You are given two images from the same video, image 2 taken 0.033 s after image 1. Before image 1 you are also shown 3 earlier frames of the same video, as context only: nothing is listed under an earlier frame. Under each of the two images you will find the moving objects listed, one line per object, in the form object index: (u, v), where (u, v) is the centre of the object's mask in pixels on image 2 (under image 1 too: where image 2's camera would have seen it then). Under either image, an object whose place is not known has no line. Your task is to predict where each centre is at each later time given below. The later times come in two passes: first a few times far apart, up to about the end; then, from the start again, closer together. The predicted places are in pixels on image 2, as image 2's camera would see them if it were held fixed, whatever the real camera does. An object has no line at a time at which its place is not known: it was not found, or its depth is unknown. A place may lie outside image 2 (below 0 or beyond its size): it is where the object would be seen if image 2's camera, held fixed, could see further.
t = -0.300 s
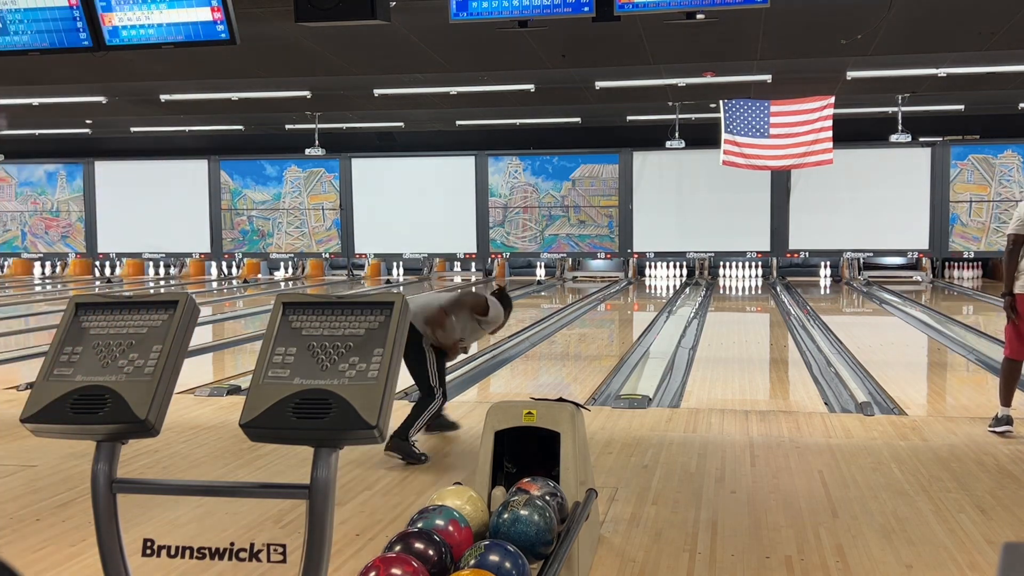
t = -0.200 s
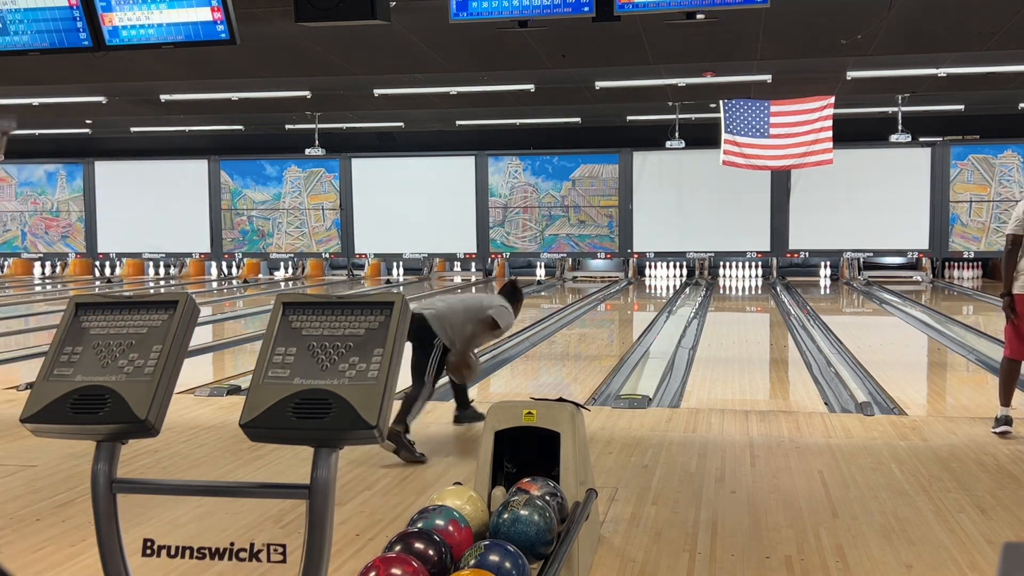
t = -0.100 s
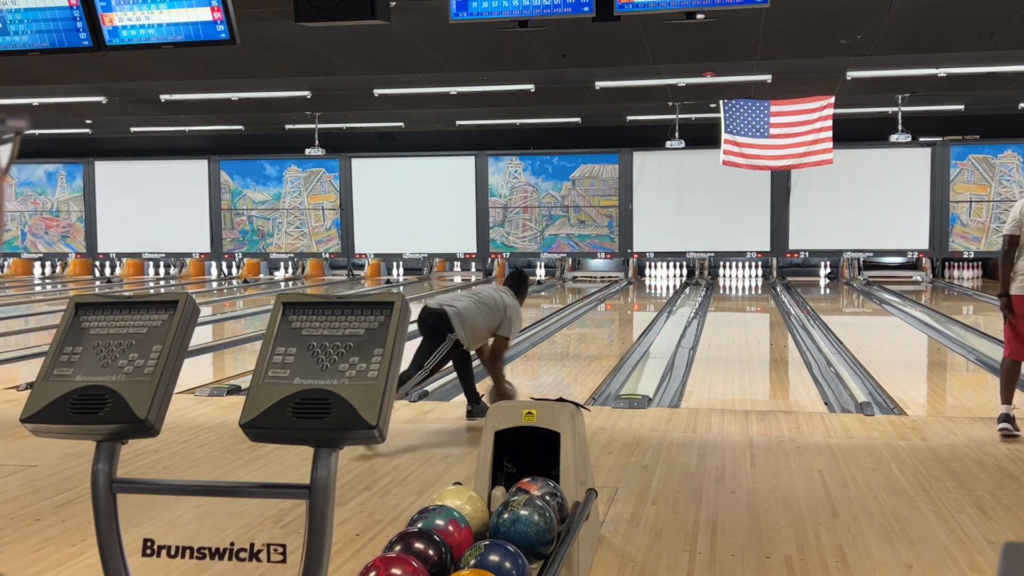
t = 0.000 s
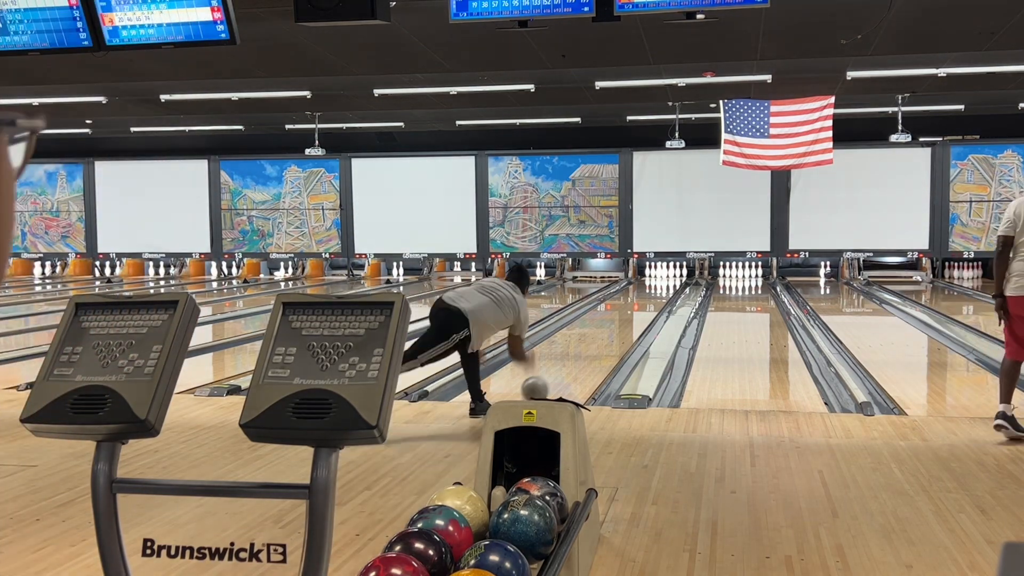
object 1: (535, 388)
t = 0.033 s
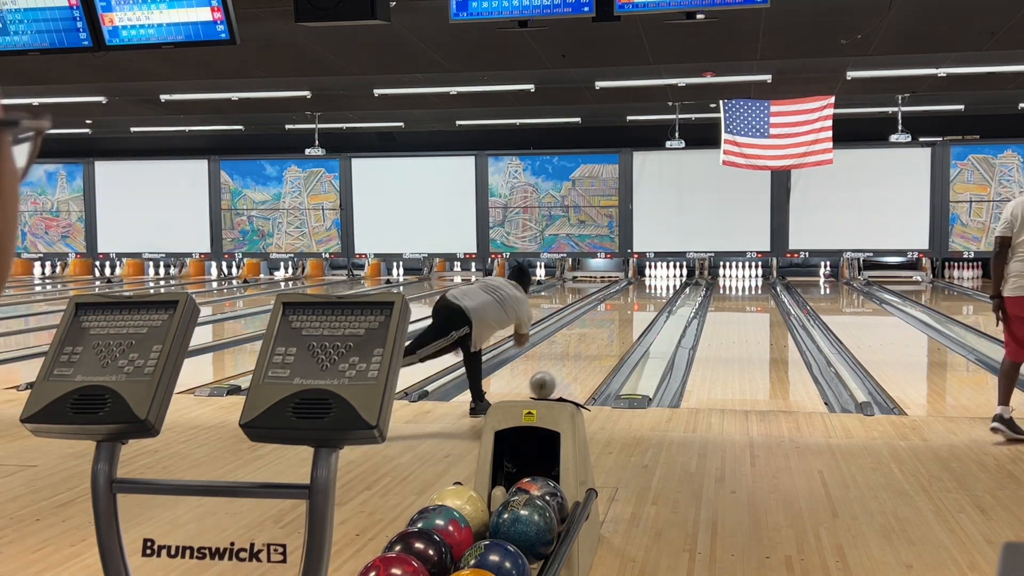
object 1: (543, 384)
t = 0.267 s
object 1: (584, 353)
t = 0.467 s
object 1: (608, 335)
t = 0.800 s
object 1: (636, 314)
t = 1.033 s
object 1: (648, 302)
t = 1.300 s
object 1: (659, 293)
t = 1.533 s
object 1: (665, 286)
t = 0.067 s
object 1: (550, 380)
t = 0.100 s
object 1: (556, 375)
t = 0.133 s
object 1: (562, 370)
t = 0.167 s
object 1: (568, 366)
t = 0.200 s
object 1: (574, 361)
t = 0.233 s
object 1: (579, 357)
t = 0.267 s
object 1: (584, 353)
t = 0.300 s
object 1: (589, 350)
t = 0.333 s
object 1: (593, 347)
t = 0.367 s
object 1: (597, 344)
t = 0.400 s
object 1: (601, 341)
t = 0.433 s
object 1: (605, 338)
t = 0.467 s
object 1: (608, 335)
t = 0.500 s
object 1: (612, 332)
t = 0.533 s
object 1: (615, 330)
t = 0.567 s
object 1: (617, 328)
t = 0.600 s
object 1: (620, 325)
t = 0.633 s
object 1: (623, 323)
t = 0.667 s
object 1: (626, 321)
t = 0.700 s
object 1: (629, 319)
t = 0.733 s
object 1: (631, 318)
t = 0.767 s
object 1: (634, 316)
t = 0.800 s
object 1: (636, 314)
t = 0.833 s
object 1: (638, 312)
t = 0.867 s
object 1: (640, 310)
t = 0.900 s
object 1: (642, 308)
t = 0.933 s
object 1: (644, 306)
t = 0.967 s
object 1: (646, 305)
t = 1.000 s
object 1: (647, 304)
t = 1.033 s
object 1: (648, 302)
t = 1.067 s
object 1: (650, 301)
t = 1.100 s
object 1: (651, 301)
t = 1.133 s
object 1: (653, 299)
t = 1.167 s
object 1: (654, 297)
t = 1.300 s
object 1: (659, 293)
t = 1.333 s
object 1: (660, 292)
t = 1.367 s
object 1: (661, 291)
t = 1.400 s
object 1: (662, 290)
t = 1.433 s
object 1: (663, 289)
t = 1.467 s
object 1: (664, 288)
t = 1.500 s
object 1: (664, 287)
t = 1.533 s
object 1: (665, 286)
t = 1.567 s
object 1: (665, 285)
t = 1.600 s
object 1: (666, 285)
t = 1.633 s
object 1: (666, 284)
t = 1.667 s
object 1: (667, 283)
